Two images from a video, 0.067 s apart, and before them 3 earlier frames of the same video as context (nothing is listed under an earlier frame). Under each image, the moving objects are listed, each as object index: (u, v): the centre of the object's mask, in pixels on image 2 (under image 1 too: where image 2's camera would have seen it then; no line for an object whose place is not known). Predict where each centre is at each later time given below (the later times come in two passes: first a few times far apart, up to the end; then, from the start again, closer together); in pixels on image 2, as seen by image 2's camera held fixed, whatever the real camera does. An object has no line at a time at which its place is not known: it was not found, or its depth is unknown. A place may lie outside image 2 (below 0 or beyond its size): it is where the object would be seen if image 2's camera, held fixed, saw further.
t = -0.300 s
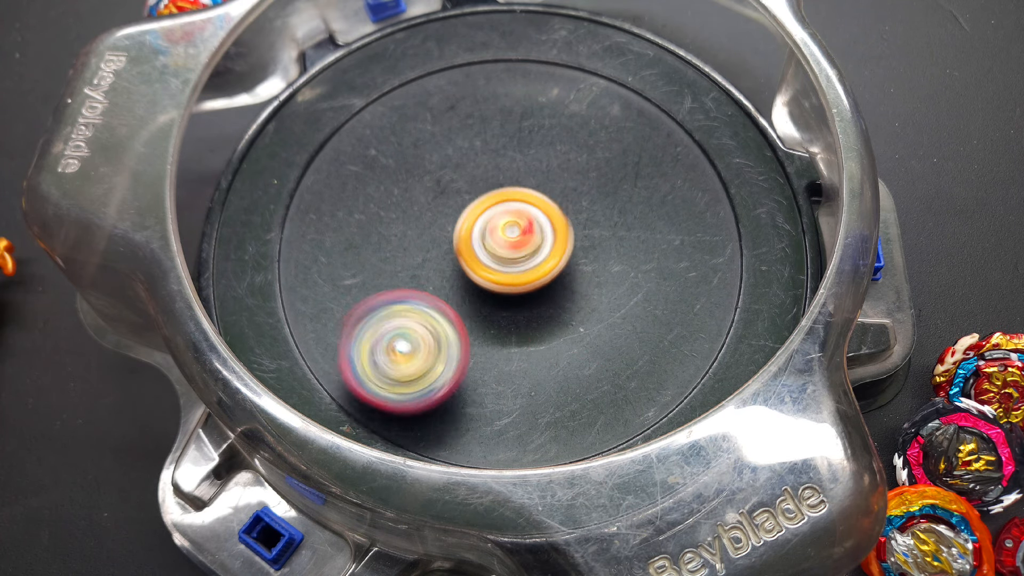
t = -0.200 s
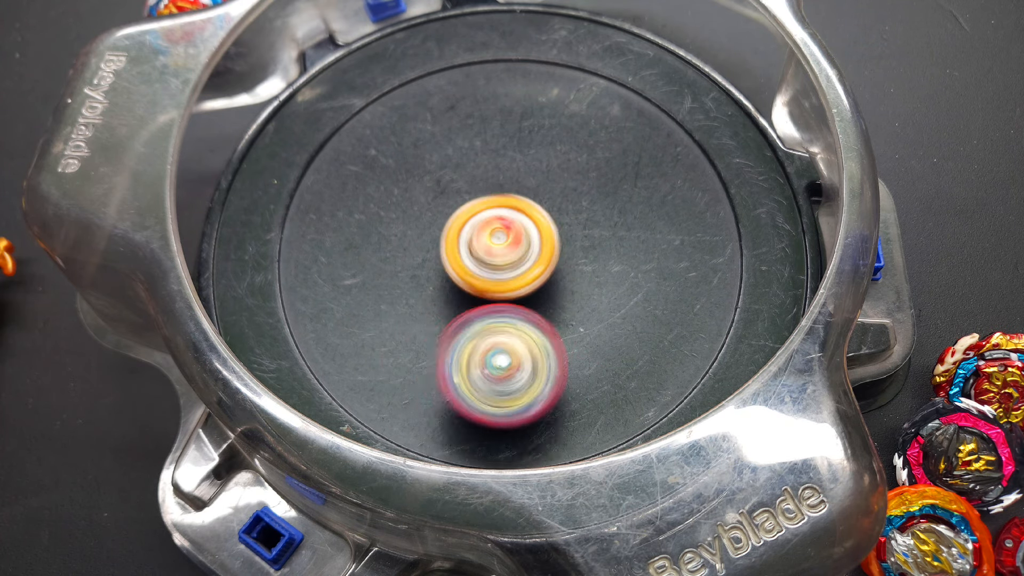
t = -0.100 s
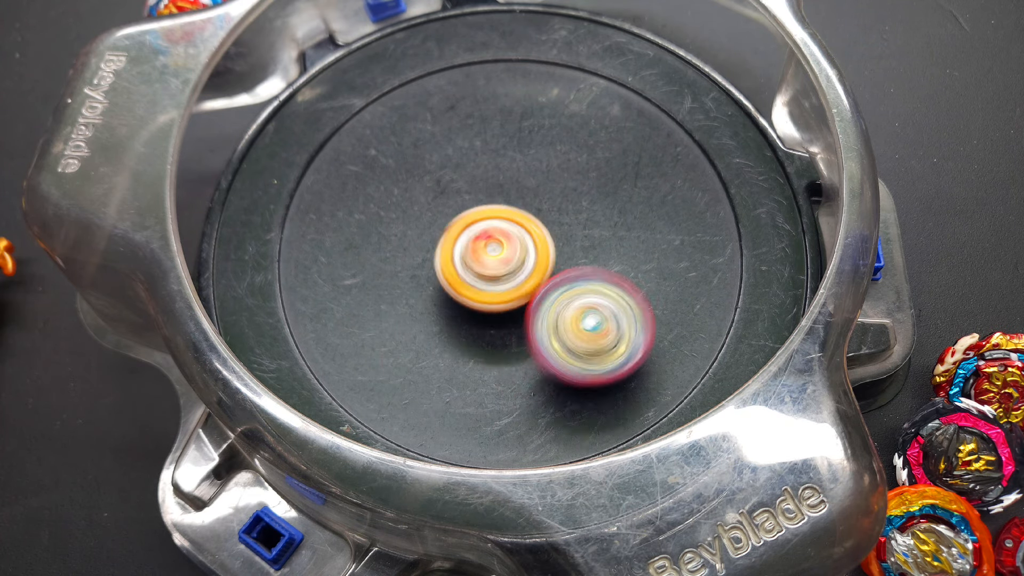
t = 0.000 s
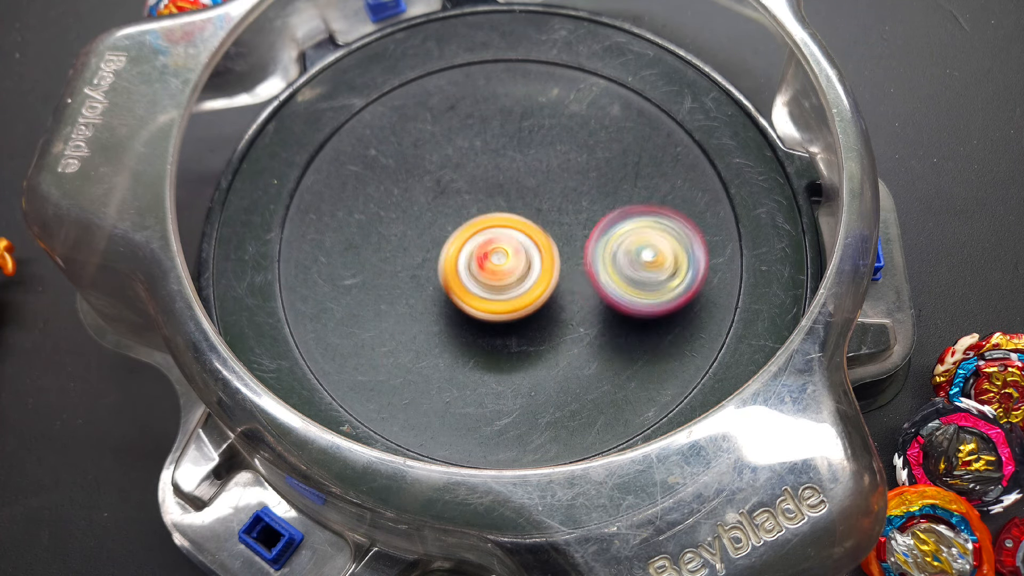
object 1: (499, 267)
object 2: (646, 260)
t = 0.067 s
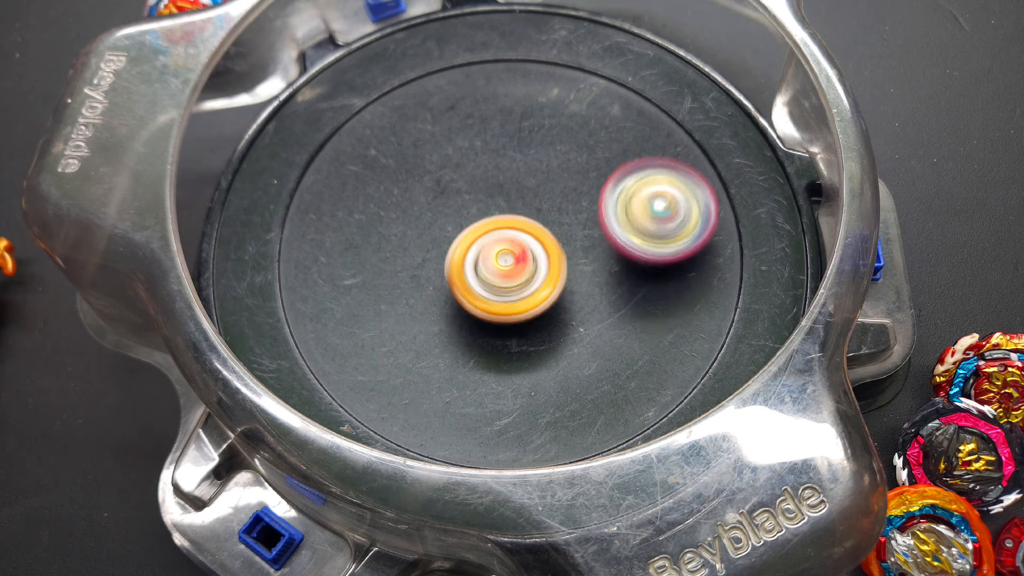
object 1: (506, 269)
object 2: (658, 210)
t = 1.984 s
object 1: (532, 261)
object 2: (307, 212)
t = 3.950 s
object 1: (509, 239)
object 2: (623, 155)
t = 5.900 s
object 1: (496, 240)
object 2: (439, 353)
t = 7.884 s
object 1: (614, 149)
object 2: (437, 320)
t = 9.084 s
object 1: (550, 262)
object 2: (331, 248)
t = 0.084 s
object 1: (508, 269)
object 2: (657, 197)
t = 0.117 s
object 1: (511, 268)
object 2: (651, 175)
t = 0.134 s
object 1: (513, 267)
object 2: (646, 164)
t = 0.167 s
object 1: (516, 265)
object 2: (633, 146)
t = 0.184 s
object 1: (517, 264)
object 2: (624, 137)
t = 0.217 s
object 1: (518, 261)
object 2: (607, 122)
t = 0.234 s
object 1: (519, 259)
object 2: (597, 115)
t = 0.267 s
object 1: (519, 256)
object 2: (577, 104)
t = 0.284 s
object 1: (518, 254)
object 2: (566, 99)
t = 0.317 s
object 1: (517, 251)
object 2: (544, 92)
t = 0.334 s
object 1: (515, 250)
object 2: (533, 89)
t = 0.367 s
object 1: (512, 247)
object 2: (511, 85)
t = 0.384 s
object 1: (511, 246)
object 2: (500, 84)
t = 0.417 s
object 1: (506, 245)
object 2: (478, 85)
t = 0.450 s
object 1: (502, 244)
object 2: (455, 89)
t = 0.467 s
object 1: (500, 244)
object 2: (444, 93)
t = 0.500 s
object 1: (496, 244)
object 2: (423, 104)
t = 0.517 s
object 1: (494, 245)
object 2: (412, 111)
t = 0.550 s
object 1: (490, 246)
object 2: (393, 128)
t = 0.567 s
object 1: (488, 247)
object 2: (385, 138)
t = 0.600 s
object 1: (485, 250)
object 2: (370, 160)
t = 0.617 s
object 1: (484, 251)
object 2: (365, 172)
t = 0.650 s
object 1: (483, 253)
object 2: (359, 197)
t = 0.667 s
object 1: (482, 254)
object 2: (358, 210)
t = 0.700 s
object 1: (482, 257)
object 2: (359, 237)
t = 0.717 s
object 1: (482, 258)
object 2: (361, 250)
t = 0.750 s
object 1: (503, 260)
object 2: (342, 273)
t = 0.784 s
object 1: (528, 263)
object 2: (325, 296)
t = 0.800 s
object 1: (537, 263)
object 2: (321, 308)
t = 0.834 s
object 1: (553, 261)
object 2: (321, 332)
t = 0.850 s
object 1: (560, 259)
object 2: (324, 344)
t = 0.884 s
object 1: (569, 253)
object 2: (338, 366)
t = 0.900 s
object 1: (572, 250)
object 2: (347, 376)
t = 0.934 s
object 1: (576, 242)
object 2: (370, 394)
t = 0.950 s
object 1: (576, 238)
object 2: (384, 402)
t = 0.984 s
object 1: (576, 229)
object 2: (411, 414)
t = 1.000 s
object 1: (574, 225)
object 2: (428, 419)
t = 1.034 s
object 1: (570, 218)
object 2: (457, 437)
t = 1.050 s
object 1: (567, 215)
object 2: (476, 438)
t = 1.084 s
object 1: (561, 210)
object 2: (509, 426)
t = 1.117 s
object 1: (554, 206)
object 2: (542, 422)
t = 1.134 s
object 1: (550, 205)
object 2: (556, 418)
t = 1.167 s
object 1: (542, 205)
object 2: (585, 407)
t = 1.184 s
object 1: (537, 204)
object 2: (597, 400)
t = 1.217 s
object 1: (530, 205)
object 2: (617, 383)
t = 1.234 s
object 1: (526, 205)
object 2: (625, 371)
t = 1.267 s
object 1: (517, 208)
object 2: (638, 348)
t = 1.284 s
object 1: (514, 209)
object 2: (643, 335)
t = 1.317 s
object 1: (507, 213)
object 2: (649, 310)
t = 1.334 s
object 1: (504, 216)
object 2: (651, 297)
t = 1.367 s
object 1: (498, 220)
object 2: (652, 273)
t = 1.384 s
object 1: (496, 224)
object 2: (651, 259)
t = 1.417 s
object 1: (492, 230)
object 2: (646, 235)
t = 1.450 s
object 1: (490, 236)
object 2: (635, 211)
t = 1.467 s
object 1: (490, 240)
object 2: (628, 201)
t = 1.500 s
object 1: (489, 246)
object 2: (613, 181)
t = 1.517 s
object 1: (489, 250)
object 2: (603, 172)
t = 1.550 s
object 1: (491, 256)
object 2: (582, 156)
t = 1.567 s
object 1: (492, 258)
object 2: (570, 149)
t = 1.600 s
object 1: (495, 264)
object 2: (545, 138)
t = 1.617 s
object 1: (496, 265)
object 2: (534, 134)
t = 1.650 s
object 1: (501, 269)
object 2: (508, 125)
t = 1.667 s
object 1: (503, 271)
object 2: (495, 122)
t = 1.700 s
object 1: (507, 273)
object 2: (469, 117)
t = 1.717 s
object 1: (509, 273)
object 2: (457, 115)
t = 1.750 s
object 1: (514, 274)
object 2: (431, 116)
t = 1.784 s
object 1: (518, 274)
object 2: (406, 118)
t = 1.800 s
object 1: (520, 274)
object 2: (395, 121)
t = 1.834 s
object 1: (524, 273)
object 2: (371, 130)
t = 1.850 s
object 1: (525, 272)
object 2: (361, 135)
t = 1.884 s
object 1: (528, 270)
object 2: (342, 150)
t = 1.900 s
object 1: (529, 269)
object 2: (334, 159)
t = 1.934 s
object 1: (531, 266)
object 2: (320, 178)
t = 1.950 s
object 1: (531, 264)
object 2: (314, 189)
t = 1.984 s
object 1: (532, 261)
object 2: (307, 212)
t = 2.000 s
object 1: (531, 260)
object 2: (306, 224)
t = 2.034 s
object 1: (530, 257)
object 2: (307, 248)
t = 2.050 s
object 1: (529, 255)
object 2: (310, 260)
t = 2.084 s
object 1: (527, 253)
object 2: (318, 284)
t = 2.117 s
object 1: (523, 251)
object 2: (333, 308)
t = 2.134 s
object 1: (521, 250)
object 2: (342, 318)
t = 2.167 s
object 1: (517, 248)
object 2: (365, 335)
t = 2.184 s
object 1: (515, 248)
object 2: (376, 343)
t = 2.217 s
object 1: (510, 248)
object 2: (405, 353)
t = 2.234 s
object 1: (507, 248)
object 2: (420, 357)
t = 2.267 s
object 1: (503, 248)
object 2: (451, 360)
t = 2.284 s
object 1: (501, 249)
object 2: (465, 359)
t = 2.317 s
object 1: (497, 250)
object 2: (495, 355)
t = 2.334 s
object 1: (495, 248)
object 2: (509, 353)
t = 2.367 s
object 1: (491, 245)
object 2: (536, 345)
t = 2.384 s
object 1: (490, 244)
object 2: (548, 339)
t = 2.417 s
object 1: (487, 243)
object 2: (571, 325)
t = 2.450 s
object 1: (483, 243)
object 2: (593, 307)
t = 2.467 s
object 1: (482, 243)
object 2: (602, 297)
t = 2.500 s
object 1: (478, 243)
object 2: (617, 276)
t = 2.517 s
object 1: (477, 243)
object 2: (623, 266)
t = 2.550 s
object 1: (474, 245)
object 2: (633, 244)
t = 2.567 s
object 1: (473, 245)
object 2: (636, 233)
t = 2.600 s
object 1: (470, 247)
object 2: (637, 210)
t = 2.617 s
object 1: (470, 247)
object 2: (636, 200)
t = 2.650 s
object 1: (469, 249)
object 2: (631, 179)
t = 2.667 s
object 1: (469, 250)
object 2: (627, 170)
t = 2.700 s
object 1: (468, 251)
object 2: (614, 152)
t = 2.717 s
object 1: (469, 252)
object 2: (606, 144)
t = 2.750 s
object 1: (470, 253)
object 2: (590, 131)
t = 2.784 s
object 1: (471, 254)
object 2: (572, 120)
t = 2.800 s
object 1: (472, 255)
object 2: (562, 115)
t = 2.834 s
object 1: (474, 255)
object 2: (543, 108)
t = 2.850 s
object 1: (475, 255)
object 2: (532, 104)
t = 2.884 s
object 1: (477, 255)
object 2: (512, 99)
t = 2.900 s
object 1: (479, 255)
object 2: (502, 99)
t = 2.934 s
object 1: (482, 254)
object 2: (482, 99)
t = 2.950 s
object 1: (483, 254)
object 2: (471, 99)
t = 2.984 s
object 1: (486, 252)
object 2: (451, 104)
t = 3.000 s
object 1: (487, 251)
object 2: (441, 108)
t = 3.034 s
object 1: (490, 249)
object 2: (422, 119)
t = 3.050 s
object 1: (491, 248)
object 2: (413, 125)
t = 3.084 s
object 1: (494, 246)
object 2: (397, 140)
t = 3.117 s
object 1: (495, 244)
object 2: (385, 159)
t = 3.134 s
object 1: (496, 243)
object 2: (380, 169)
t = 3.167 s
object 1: (497, 241)
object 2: (374, 190)
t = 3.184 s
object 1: (497, 239)
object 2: (372, 202)
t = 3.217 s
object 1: (498, 237)
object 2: (372, 225)
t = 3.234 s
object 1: (498, 236)
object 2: (374, 237)
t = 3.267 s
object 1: (498, 234)
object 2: (379, 259)
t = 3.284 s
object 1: (498, 233)
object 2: (384, 270)
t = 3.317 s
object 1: (498, 231)
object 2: (397, 292)
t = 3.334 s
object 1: (498, 230)
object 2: (405, 301)
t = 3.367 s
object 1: (497, 229)
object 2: (423, 318)
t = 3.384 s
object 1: (497, 229)
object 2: (434, 325)
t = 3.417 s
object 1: (496, 228)
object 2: (458, 337)
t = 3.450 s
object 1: (495, 228)
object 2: (483, 344)
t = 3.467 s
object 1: (495, 228)
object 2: (497, 347)
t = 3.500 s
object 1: (495, 228)
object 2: (524, 348)
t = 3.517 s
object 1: (495, 228)
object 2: (537, 346)
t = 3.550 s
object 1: (494, 228)
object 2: (562, 341)
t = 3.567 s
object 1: (494, 228)
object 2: (574, 336)
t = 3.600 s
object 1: (494, 229)
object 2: (598, 326)
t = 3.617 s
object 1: (495, 229)
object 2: (609, 319)
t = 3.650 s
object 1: (495, 230)
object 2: (628, 304)
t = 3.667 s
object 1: (495, 231)
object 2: (637, 297)
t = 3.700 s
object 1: (496, 232)
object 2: (652, 279)
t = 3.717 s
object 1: (496, 232)
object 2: (657, 271)
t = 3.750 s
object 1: (498, 233)
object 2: (666, 253)
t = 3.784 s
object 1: (499, 235)
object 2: (670, 234)
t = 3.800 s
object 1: (500, 235)
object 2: (670, 224)
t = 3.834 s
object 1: (502, 236)
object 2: (668, 207)
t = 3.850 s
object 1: (503, 237)
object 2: (665, 198)
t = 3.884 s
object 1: (504, 238)
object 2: (655, 181)
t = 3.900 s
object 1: (506, 238)
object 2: (647, 174)
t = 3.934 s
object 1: (508, 239)
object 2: (632, 161)
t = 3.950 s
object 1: (509, 239)
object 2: (623, 155)
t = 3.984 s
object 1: (511, 240)
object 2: (603, 148)
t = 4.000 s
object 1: (512, 240)
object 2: (592, 145)
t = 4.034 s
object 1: (513, 241)
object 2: (570, 139)
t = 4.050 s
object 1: (514, 241)
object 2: (558, 139)
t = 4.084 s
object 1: (516, 242)
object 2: (535, 137)
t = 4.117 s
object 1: (512, 251)
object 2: (516, 126)
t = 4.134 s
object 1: (511, 255)
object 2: (506, 121)
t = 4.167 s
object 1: (511, 261)
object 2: (486, 117)
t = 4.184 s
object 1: (511, 263)
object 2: (475, 117)
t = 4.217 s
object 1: (512, 266)
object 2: (454, 119)
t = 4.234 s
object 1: (514, 267)
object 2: (444, 122)
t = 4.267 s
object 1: (517, 269)
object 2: (424, 128)
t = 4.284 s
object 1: (518, 269)
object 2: (414, 133)
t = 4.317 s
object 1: (521, 270)
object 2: (398, 145)
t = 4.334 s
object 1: (523, 269)
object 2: (389, 152)
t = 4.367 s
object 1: (526, 269)
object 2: (376, 169)
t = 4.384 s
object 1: (528, 268)
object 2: (371, 178)
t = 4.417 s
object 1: (530, 267)
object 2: (364, 197)
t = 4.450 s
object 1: (531, 265)
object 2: (361, 220)
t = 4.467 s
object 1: (532, 264)
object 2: (361, 230)
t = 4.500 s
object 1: (533, 262)
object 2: (365, 252)
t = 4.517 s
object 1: (533, 261)
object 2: (368, 263)
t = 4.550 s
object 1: (532, 258)
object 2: (378, 284)
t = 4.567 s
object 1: (532, 258)
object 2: (384, 293)
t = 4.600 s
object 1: (530, 255)
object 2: (400, 311)
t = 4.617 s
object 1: (530, 255)
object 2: (410, 318)
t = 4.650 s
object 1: (527, 253)
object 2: (431, 331)
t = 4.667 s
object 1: (526, 253)
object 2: (442, 335)
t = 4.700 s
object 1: (524, 250)
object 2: (467, 343)
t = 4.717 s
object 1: (523, 248)
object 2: (477, 346)
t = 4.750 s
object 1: (522, 245)
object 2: (497, 354)
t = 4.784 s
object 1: (519, 242)
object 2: (519, 355)
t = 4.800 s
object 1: (518, 241)
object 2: (531, 354)
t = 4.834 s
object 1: (514, 241)
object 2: (555, 350)
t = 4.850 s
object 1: (512, 241)
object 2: (566, 346)
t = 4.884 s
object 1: (507, 241)
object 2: (587, 337)
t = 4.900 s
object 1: (505, 242)
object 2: (597, 331)
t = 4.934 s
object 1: (501, 243)
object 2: (613, 318)
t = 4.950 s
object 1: (499, 244)
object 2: (622, 311)
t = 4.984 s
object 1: (495, 246)
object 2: (634, 295)
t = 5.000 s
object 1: (493, 247)
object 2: (640, 286)
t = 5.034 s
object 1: (490, 249)
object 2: (648, 270)
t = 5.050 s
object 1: (489, 250)
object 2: (650, 260)
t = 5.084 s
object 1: (487, 253)
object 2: (653, 243)
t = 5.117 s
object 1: (486, 255)
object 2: (649, 225)
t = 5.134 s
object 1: (486, 256)
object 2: (646, 217)
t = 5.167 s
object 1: (485, 258)
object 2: (638, 200)
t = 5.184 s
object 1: (485, 259)
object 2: (631, 193)
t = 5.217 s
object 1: (485, 260)
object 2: (617, 179)
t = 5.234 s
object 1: (485, 261)
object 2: (608, 173)
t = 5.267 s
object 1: (486, 261)
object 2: (588, 164)
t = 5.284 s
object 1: (486, 262)
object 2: (579, 160)
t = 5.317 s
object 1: (487, 262)
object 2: (557, 155)
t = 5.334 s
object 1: (488, 262)
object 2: (545, 153)
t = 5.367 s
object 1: (489, 263)
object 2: (523, 150)
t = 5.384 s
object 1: (490, 263)
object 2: (512, 151)
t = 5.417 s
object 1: (491, 262)
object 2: (490, 152)
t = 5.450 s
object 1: (492, 262)
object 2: (468, 156)
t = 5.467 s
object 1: (493, 261)
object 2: (458, 159)
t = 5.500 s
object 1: (495, 260)
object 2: (438, 166)
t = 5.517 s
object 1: (496, 260)
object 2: (429, 171)
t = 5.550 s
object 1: (497, 259)
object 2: (412, 182)
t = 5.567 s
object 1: (498, 259)
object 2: (404, 188)
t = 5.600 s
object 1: (499, 257)
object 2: (391, 204)
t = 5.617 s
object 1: (499, 256)
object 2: (386, 213)
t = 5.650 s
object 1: (499, 254)
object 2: (377, 231)
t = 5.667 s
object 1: (500, 253)
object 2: (375, 239)
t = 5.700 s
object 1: (500, 251)
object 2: (372, 259)
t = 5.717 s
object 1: (500, 250)
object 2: (372, 269)
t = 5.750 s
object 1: (500, 248)
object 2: (375, 288)
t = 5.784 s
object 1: (500, 246)
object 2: (383, 307)
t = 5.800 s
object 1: (499, 245)
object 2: (389, 315)
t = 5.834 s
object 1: (499, 244)
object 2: (402, 330)
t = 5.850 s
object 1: (498, 243)
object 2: (411, 337)
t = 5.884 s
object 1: (497, 241)
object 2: (429, 348)
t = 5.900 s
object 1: (496, 240)
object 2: (439, 353)
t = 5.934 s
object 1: (495, 239)
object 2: (461, 357)
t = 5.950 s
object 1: (495, 239)
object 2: (471, 359)
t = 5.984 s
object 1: (494, 238)
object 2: (494, 358)
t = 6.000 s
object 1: (493, 238)
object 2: (504, 355)
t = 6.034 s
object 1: (492, 238)
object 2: (526, 348)
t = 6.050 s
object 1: (492, 237)
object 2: (536, 343)
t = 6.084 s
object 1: (491, 237)
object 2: (553, 332)
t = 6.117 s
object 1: (490, 237)
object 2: (570, 315)
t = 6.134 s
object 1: (489, 236)
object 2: (576, 308)
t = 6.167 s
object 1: (489, 237)
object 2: (589, 290)
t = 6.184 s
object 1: (488, 237)
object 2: (592, 282)
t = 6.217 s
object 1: (480, 231)
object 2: (609, 268)
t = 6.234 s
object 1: (476, 229)
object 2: (614, 260)
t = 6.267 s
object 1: (470, 226)
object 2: (621, 243)
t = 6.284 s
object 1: (467, 226)
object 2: (622, 234)
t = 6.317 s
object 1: (463, 226)
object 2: (621, 217)
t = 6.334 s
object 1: (460, 226)
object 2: (620, 208)
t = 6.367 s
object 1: (457, 227)
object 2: (612, 191)
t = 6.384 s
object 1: (455, 228)
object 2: (607, 184)
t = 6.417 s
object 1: (452, 230)
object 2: (594, 170)
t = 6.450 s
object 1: (450, 231)
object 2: (579, 159)
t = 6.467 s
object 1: (449, 233)
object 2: (569, 155)
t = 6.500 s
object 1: (448, 235)
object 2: (552, 148)
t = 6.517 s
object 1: (448, 236)
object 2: (542, 145)
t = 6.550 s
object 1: (449, 238)
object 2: (523, 141)
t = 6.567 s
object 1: (450, 240)
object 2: (513, 140)
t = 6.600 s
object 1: (452, 242)
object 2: (493, 140)
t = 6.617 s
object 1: (453, 243)
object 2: (484, 140)
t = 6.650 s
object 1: (455, 249)
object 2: (468, 137)
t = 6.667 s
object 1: (454, 252)
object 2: (461, 136)
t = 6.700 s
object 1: (456, 256)
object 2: (445, 137)
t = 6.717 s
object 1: (457, 257)
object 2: (438, 139)
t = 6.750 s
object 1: (461, 259)
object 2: (422, 145)
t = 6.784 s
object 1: (466, 259)
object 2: (410, 154)
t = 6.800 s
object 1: (469, 258)
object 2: (404, 160)
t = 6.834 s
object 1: (475, 257)
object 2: (395, 173)
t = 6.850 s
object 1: (479, 258)
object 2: (390, 178)
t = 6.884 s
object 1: (487, 258)
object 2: (384, 191)
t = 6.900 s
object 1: (490, 257)
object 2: (382, 198)
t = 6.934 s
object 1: (497, 256)
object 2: (380, 214)
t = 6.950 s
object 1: (500, 254)
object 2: (381, 222)
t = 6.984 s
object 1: (511, 253)
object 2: (379, 236)
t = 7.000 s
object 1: (526, 254)
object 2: (367, 239)
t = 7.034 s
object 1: (552, 255)
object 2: (350, 248)
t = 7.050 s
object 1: (562, 255)
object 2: (344, 253)
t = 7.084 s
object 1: (577, 253)
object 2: (338, 266)
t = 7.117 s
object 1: (588, 248)
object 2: (338, 281)
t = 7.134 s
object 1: (593, 245)
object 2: (340, 288)
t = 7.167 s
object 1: (599, 239)
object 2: (346, 304)
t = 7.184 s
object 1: (602, 236)
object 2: (352, 311)
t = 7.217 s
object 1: (605, 229)
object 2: (365, 323)
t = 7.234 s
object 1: (605, 226)
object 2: (373, 328)
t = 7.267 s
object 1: (606, 221)
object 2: (391, 336)
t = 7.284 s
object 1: (607, 219)
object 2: (401, 338)
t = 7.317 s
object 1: (607, 215)
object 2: (421, 341)
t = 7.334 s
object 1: (607, 213)
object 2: (432, 341)
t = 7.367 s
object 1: (605, 209)
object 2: (453, 337)
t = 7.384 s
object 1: (603, 208)
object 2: (463, 334)
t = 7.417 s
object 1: (600, 206)
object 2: (482, 326)
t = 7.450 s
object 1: (596, 205)
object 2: (499, 315)
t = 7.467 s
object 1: (593, 205)
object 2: (507, 309)
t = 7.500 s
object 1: (589, 205)
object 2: (522, 295)
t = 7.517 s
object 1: (590, 201)
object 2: (522, 292)
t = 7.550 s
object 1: (593, 196)
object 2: (520, 287)
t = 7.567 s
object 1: (593, 194)
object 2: (520, 284)
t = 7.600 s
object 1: (596, 190)
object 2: (517, 277)
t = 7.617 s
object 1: (604, 181)
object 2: (504, 281)
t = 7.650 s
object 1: (618, 167)
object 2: (483, 286)
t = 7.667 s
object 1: (622, 162)
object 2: (475, 287)
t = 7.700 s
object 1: (625, 155)
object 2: (462, 291)
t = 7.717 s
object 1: (626, 153)
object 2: (456, 293)
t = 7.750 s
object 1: (625, 150)
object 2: (448, 298)
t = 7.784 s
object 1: (623, 148)
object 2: (442, 305)
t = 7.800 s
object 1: (622, 148)
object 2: (440, 307)
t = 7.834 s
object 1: (619, 148)
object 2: (437, 313)
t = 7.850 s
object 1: (617, 148)
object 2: (436, 316)
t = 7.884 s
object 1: (614, 149)
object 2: (437, 320)
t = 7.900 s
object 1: (612, 150)
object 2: (437, 322)
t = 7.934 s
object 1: (606, 153)
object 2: (441, 323)
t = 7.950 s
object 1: (604, 155)
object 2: (443, 324)
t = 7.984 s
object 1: (597, 159)
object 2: (448, 321)
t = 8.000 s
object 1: (594, 162)
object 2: (452, 320)
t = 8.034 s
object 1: (588, 167)
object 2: (458, 314)
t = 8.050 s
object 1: (584, 170)
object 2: (462, 310)
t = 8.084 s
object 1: (576, 178)
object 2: (467, 300)
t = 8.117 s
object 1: (569, 185)
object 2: (471, 290)
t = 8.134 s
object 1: (565, 189)
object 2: (472, 284)
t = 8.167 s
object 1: (559, 197)
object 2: (473, 272)
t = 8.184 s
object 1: (557, 200)
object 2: (468, 268)
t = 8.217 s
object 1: (562, 204)
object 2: (447, 262)
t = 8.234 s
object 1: (566, 207)
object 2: (438, 260)
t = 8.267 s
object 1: (569, 216)
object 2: (424, 257)
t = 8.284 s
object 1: (570, 221)
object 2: (418, 257)
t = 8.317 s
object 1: (568, 231)
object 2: (405, 258)
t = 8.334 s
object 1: (566, 235)
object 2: (399, 258)
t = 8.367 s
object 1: (561, 242)
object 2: (387, 261)
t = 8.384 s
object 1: (559, 245)
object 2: (381, 262)
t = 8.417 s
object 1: (554, 252)
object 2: (370, 266)
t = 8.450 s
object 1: (549, 258)
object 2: (362, 271)
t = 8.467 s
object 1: (547, 261)
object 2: (358, 275)
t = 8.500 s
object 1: (542, 266)
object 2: (352, 281)
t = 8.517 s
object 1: (539, 269)
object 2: (352, 285)
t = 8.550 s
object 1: (535, 274)
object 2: (352, 294)
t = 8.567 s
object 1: (531, 276)
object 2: (354, 297)
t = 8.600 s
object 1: (526, 282)
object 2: (361, 304)
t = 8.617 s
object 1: (523, 283)
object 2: (367, 307)
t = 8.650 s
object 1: (518, 288)
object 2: (380, 308)
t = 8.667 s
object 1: (515, 289)
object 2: (389, 308)
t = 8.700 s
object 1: (538, 294)
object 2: (367, 299)
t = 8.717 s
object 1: (550, 295)
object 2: (353, 294)
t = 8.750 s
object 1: (571, 297)
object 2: (335, 285)
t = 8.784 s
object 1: (586, 297)
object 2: (324, 278)
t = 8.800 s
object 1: (590, 296)
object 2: (321, 276)
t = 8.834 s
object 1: (594, 294)
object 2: (315, 273)
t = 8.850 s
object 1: (592, 291)
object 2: (313, 271)
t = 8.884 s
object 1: (590, 288)
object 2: (310, 269)
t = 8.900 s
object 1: (587, 286)
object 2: (310, 268)
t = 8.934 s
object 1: (582, 281)
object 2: (310, 266)
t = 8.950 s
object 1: (579, 280)
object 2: (311, 264)
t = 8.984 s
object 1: (572, 274)
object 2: (313, 261)
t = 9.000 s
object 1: (569, 273)
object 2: (315, 261)
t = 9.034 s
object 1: (561, 268)
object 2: (319, 257)
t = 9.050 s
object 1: (559, 266)
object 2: (323, 254)
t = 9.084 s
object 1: (550, 262)
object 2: (331, 248)
